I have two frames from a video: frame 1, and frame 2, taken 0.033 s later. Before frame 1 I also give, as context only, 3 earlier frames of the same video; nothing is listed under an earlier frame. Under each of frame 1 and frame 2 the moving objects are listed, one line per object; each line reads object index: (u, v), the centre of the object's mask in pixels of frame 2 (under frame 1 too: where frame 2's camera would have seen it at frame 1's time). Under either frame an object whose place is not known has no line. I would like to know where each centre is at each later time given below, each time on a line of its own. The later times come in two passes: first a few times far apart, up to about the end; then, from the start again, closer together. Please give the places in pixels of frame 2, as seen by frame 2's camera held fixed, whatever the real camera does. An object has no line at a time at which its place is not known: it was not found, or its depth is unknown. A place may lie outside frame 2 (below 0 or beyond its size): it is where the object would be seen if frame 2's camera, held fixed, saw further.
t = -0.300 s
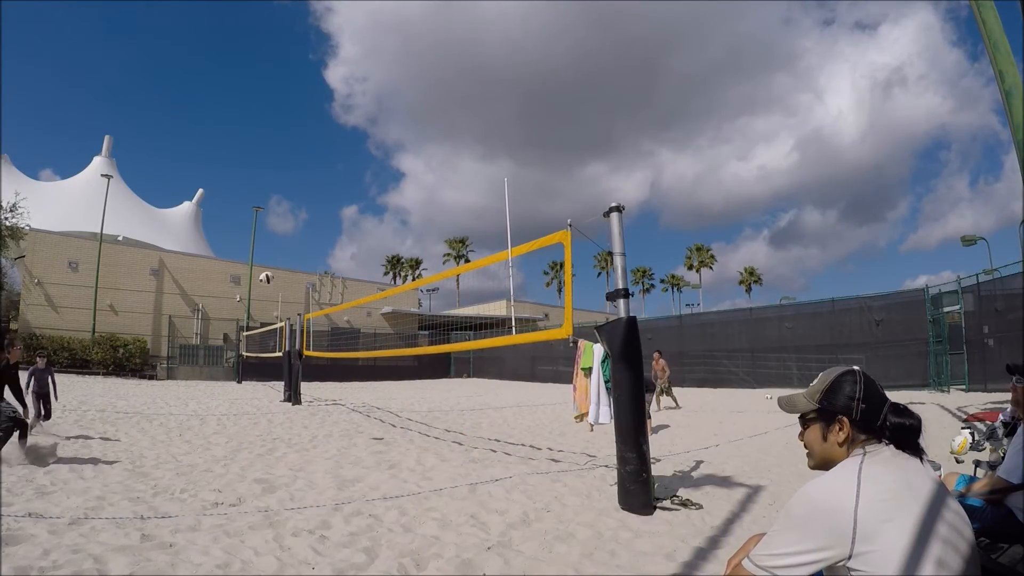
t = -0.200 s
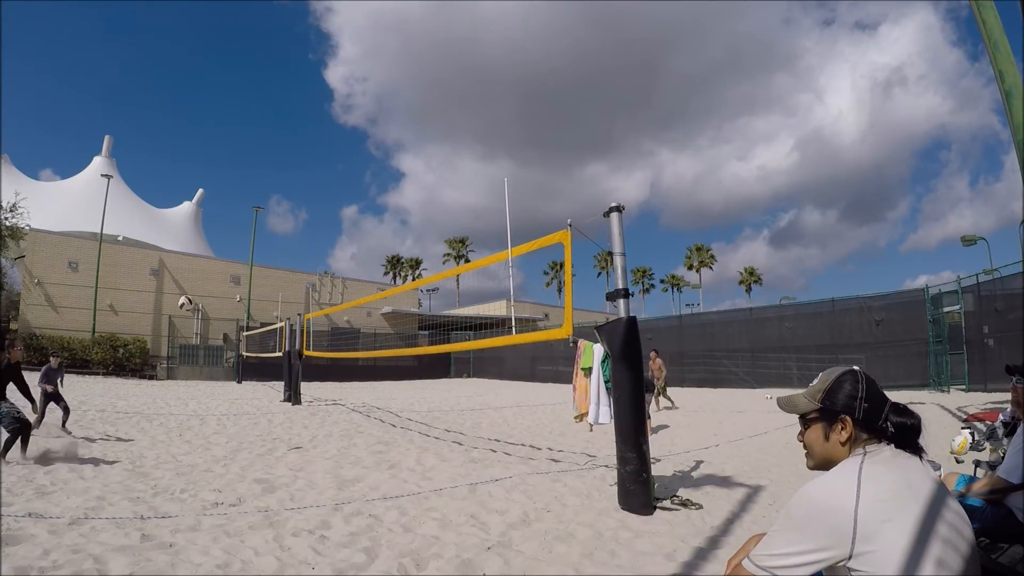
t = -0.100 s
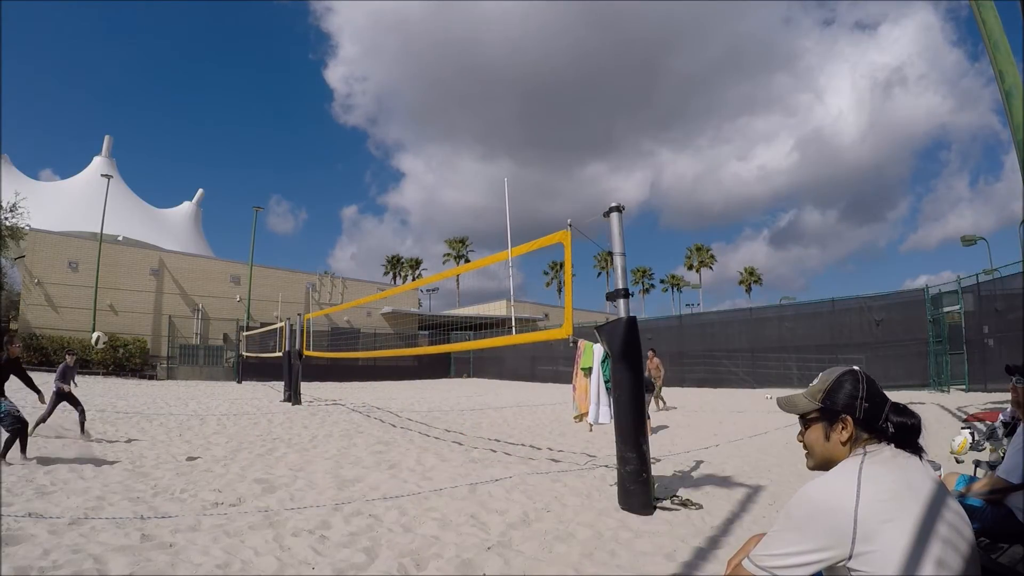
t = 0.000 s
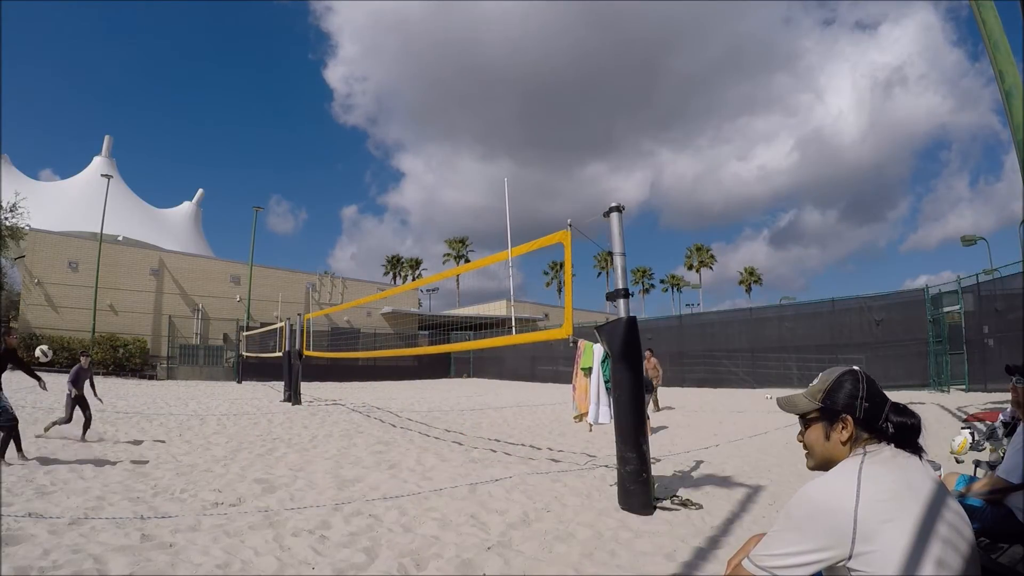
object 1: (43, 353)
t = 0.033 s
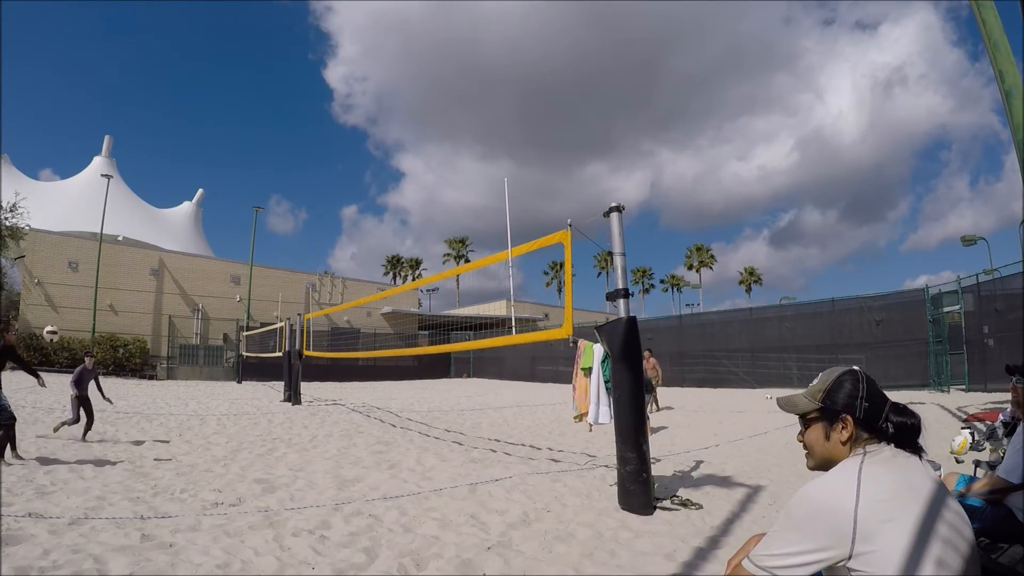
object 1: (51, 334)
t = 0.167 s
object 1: (82, 265)
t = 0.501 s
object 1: (152, 168)
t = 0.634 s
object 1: (175, 153)
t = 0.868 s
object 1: (207, 153)
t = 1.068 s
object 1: (230, 179)
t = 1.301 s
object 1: (252, 238)
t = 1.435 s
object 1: (264, 286)
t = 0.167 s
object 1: (82, 265)
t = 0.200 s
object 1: (89, 251)
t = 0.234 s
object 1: (98, 239)
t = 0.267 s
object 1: (106, 227)
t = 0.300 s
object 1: (113, 216)
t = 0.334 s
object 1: (120, 205)
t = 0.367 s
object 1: (127, 196)
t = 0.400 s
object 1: (133, 188)
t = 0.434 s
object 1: (140, 180)
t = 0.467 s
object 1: (147, 174)
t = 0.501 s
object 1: (152, 168)
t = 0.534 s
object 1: (159, 163)
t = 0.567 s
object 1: (165, 159)
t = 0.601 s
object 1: (170, 155)
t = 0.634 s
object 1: (175, 153)
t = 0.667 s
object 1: (180, 151)
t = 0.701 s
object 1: (185, 149)
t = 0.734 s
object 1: (190, 149)
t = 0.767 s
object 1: (195, 149)
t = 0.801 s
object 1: (200, 150)
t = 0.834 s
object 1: (204, 151)
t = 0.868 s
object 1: (207, 153)
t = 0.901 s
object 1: (212, 156)
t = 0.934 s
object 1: (216, 159)
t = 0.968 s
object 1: (219, 163)
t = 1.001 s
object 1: (223, 168)
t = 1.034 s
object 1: (227, 173)
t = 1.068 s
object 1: (230, 179)
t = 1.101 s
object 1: (233, 186)
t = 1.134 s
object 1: (237, 193)
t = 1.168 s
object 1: (240, 201)
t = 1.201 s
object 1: (243, 209)
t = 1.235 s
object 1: (246, 218)
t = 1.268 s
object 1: (249, 228)
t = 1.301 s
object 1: (252, 238)
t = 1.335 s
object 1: (255, 249)
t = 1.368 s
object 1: (258, 261)
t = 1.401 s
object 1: (261, 273)
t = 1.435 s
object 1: (264, 286)
